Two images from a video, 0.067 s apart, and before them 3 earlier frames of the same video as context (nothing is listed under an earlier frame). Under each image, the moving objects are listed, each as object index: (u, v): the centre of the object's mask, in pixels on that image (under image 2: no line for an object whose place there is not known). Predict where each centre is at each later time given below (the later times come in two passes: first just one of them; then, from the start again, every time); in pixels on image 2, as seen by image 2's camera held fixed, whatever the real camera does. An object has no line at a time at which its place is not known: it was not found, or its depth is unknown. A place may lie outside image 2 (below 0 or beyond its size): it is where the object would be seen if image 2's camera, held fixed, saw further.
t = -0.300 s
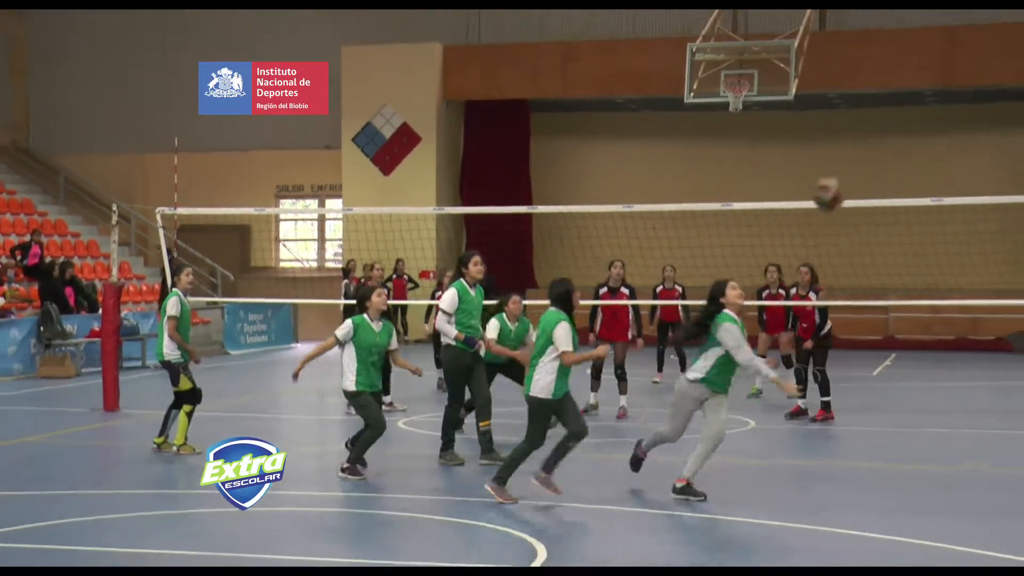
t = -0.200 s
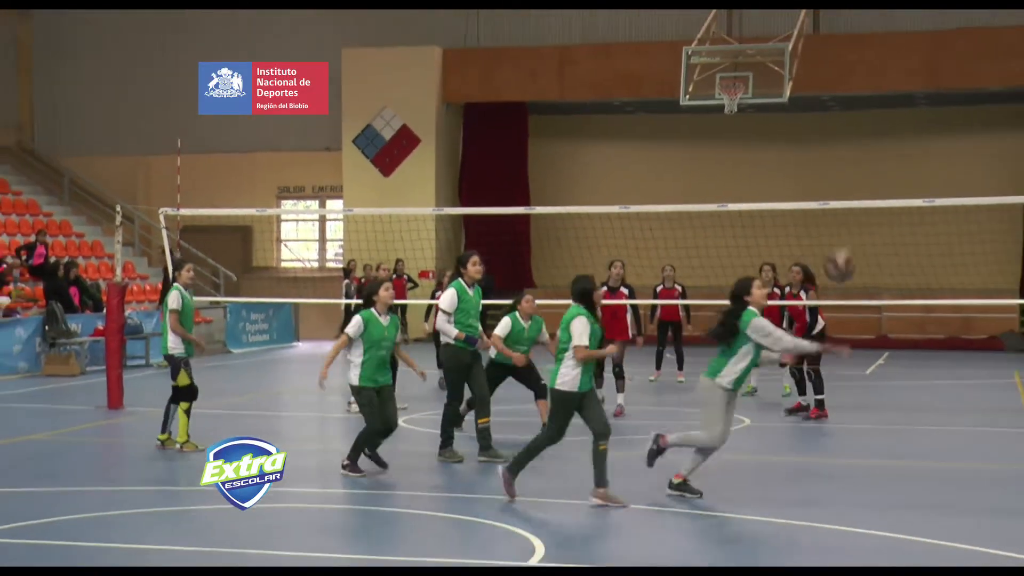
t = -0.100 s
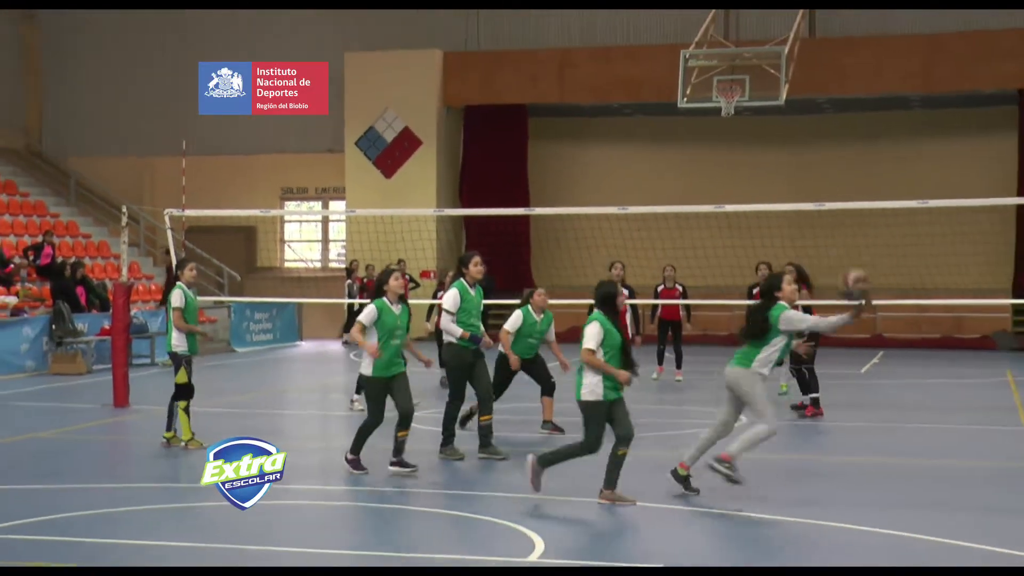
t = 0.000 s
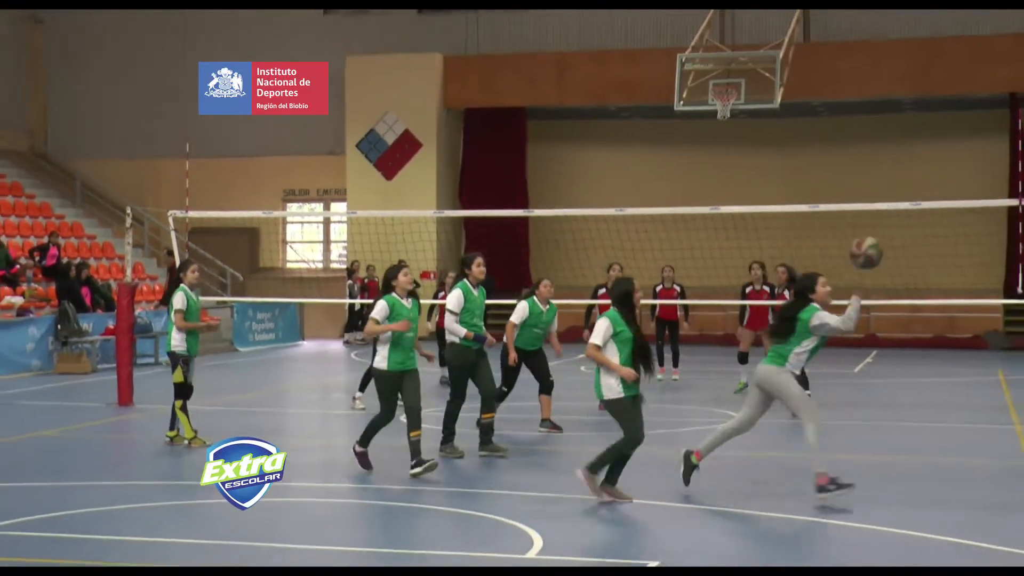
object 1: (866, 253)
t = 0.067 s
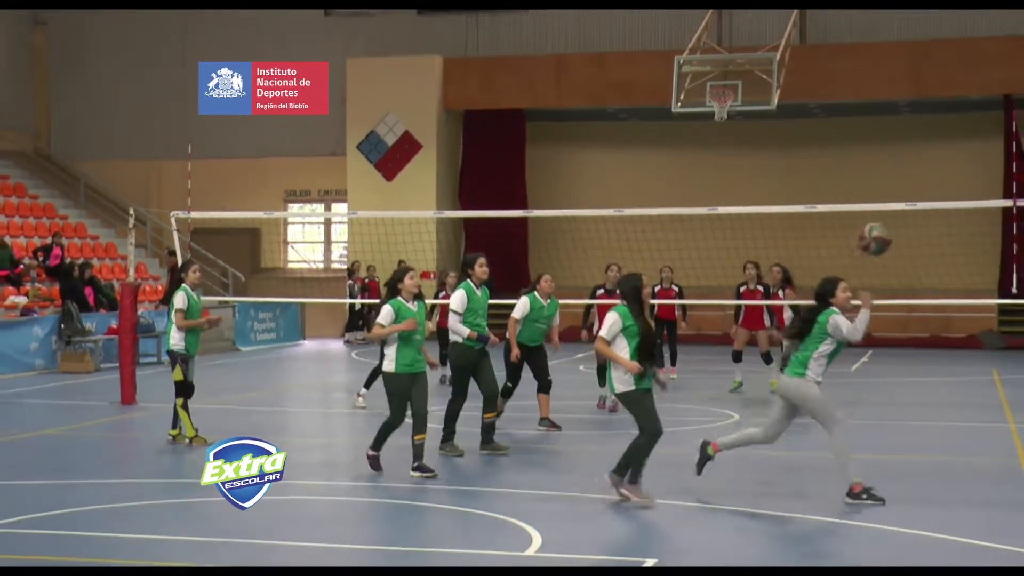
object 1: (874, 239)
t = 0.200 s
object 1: (906, 227)
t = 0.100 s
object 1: (883, 234)
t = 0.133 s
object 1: (890, 228)
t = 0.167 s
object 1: (898, 229)
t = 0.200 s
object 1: (906, 227)
